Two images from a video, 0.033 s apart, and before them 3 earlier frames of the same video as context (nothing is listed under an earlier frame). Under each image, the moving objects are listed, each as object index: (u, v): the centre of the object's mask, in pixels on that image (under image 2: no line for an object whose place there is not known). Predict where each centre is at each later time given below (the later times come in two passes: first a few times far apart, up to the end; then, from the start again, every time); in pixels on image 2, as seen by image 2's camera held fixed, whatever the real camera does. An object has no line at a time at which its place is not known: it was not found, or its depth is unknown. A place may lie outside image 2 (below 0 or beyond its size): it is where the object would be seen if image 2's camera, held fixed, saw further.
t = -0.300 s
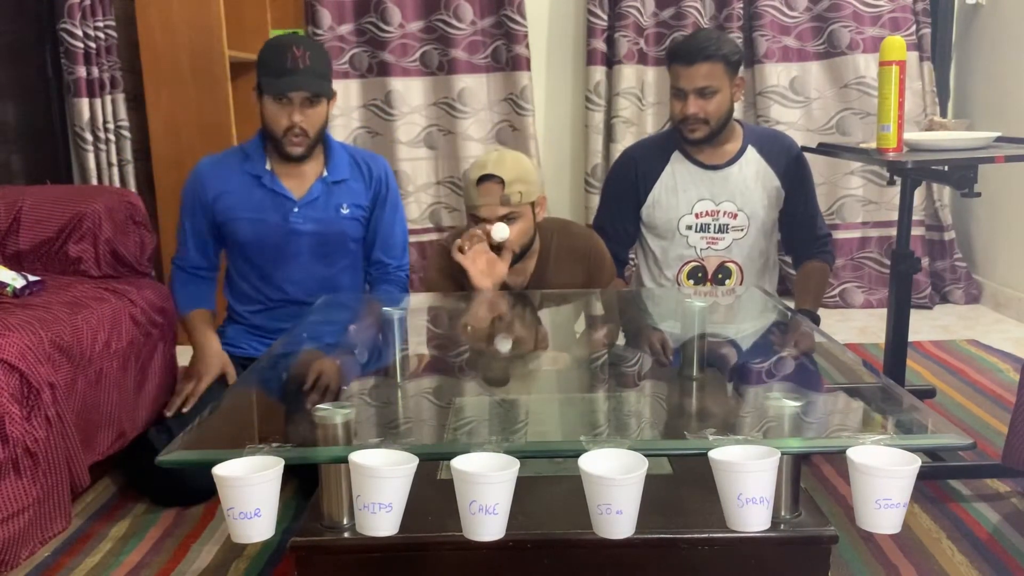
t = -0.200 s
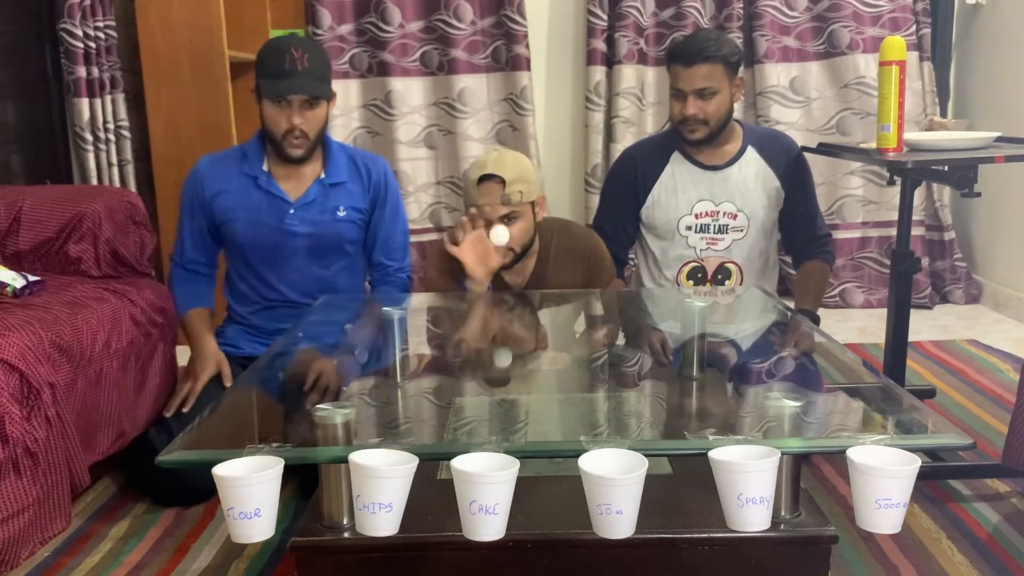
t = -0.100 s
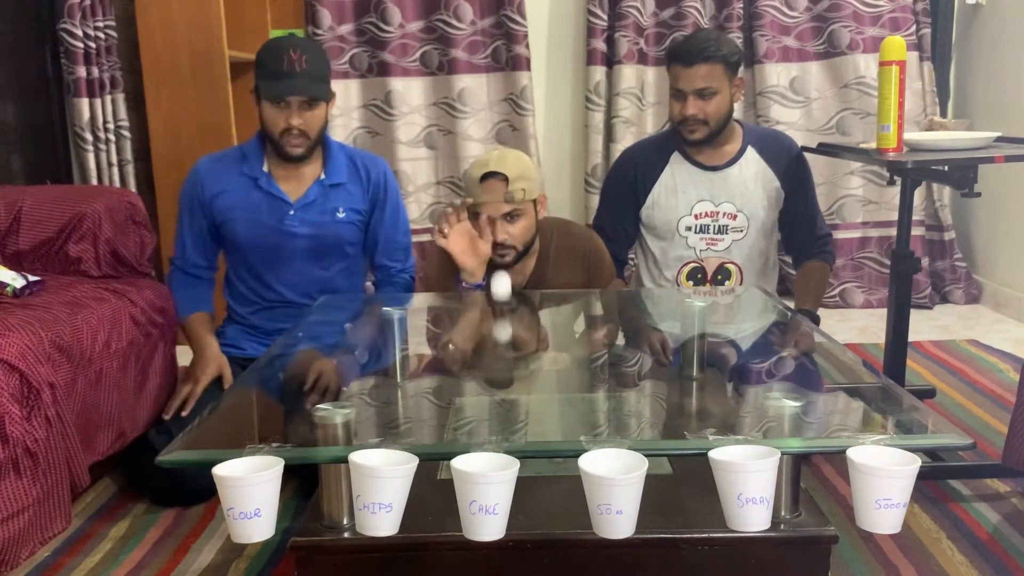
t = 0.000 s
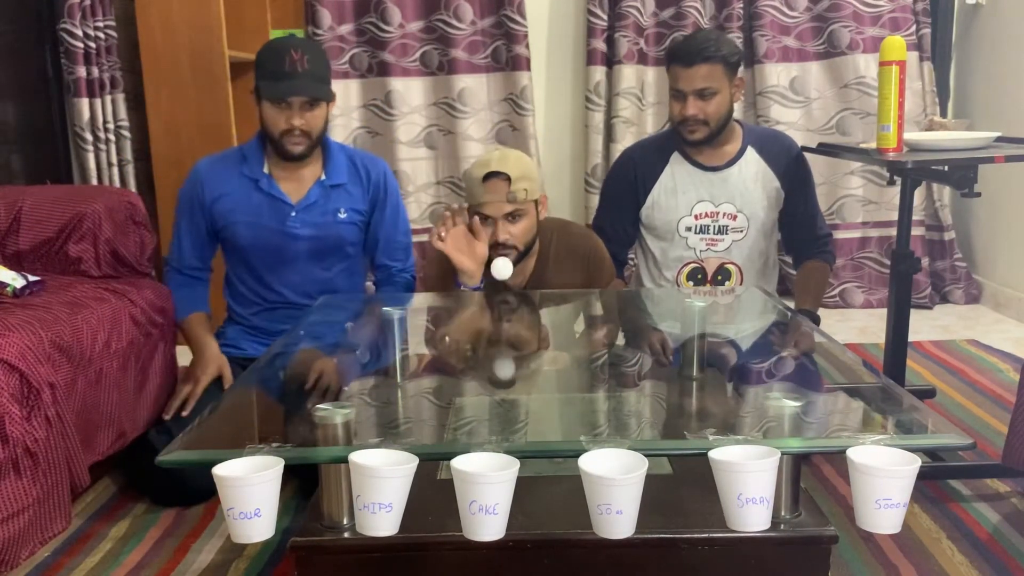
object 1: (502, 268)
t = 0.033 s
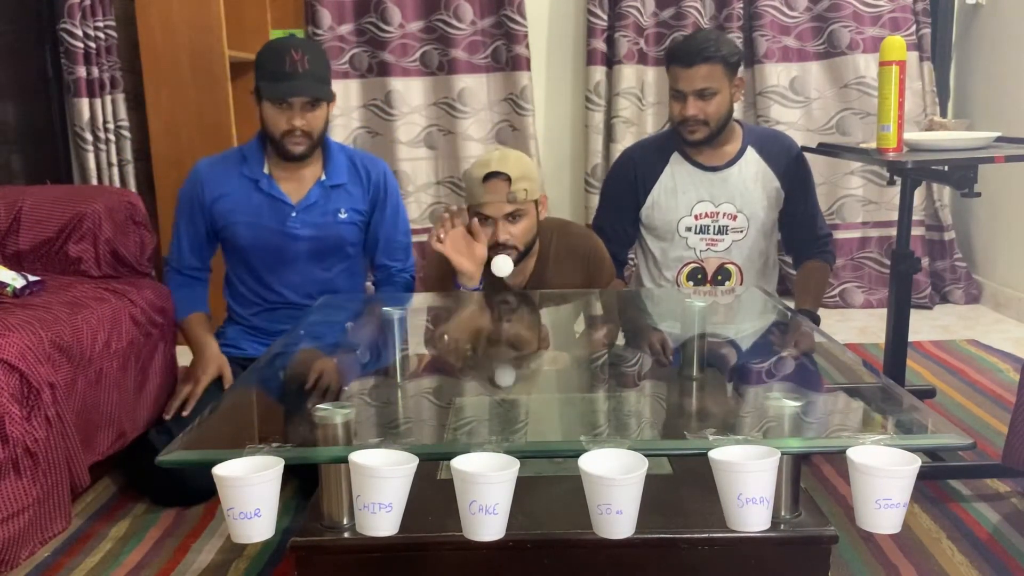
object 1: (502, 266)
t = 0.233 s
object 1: (504, 300)
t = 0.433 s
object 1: (504, 340)
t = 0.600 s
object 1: (510, 372)
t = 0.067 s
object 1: (502, 268)
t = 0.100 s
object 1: (503, 277)
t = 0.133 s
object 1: (504, 293)
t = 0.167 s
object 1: (505, 315)
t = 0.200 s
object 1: (505, 312)
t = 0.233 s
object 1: (504, 300)
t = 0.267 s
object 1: (504, 295)
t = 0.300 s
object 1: (504, 296)
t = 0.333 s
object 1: (504, 304)
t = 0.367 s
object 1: (504, 320)
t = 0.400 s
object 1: (504, 342)
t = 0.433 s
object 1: (504, 340)
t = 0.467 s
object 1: (505, 332)
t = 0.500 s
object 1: (506, 331)
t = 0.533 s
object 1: (507, 337)
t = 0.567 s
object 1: (509, 351)
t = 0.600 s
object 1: (510, 372)
